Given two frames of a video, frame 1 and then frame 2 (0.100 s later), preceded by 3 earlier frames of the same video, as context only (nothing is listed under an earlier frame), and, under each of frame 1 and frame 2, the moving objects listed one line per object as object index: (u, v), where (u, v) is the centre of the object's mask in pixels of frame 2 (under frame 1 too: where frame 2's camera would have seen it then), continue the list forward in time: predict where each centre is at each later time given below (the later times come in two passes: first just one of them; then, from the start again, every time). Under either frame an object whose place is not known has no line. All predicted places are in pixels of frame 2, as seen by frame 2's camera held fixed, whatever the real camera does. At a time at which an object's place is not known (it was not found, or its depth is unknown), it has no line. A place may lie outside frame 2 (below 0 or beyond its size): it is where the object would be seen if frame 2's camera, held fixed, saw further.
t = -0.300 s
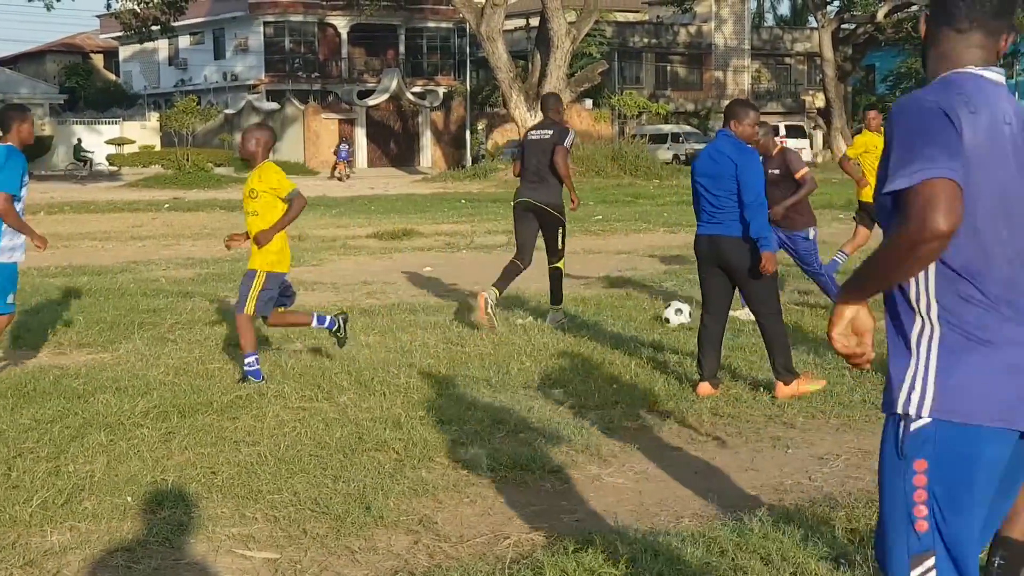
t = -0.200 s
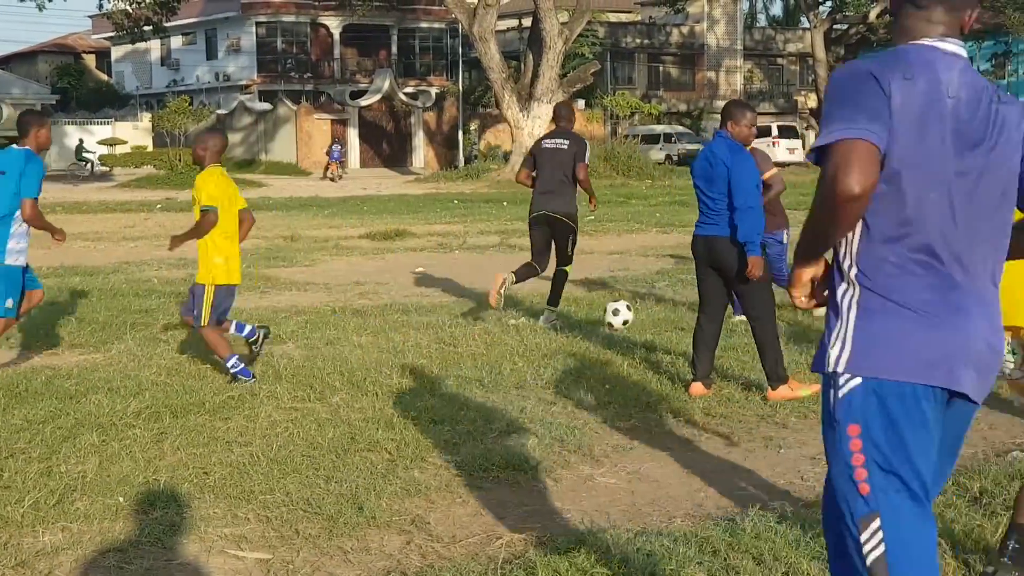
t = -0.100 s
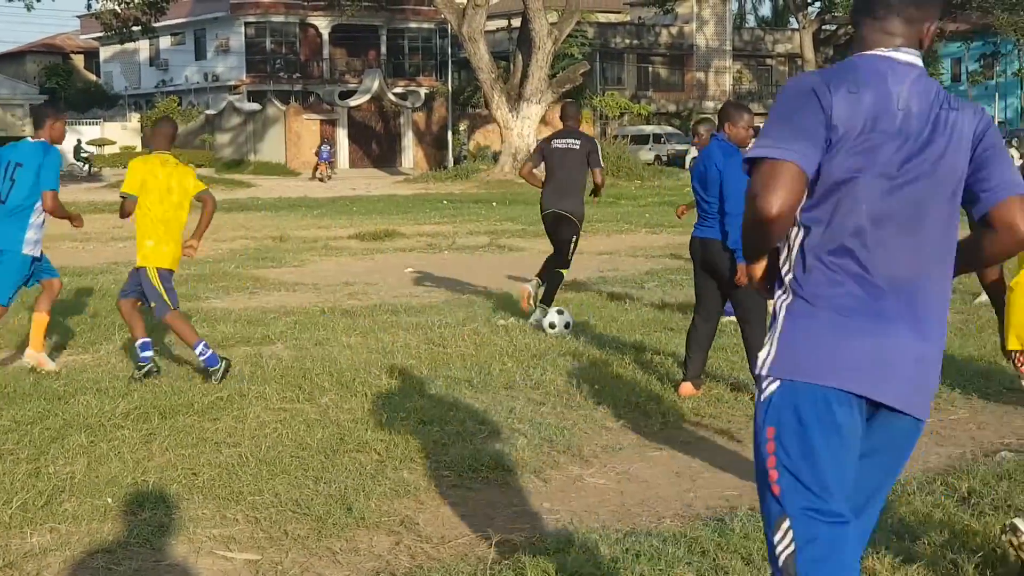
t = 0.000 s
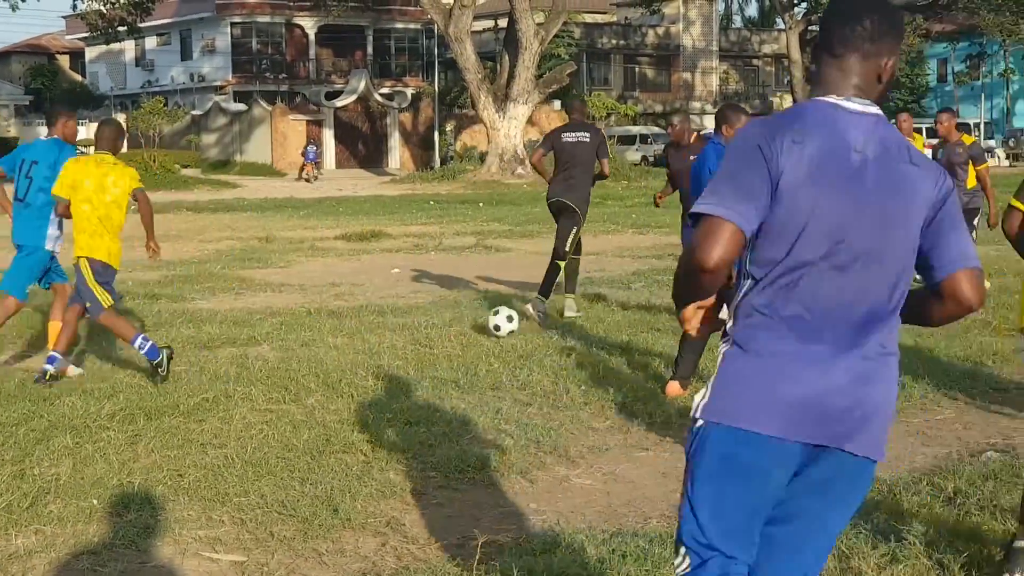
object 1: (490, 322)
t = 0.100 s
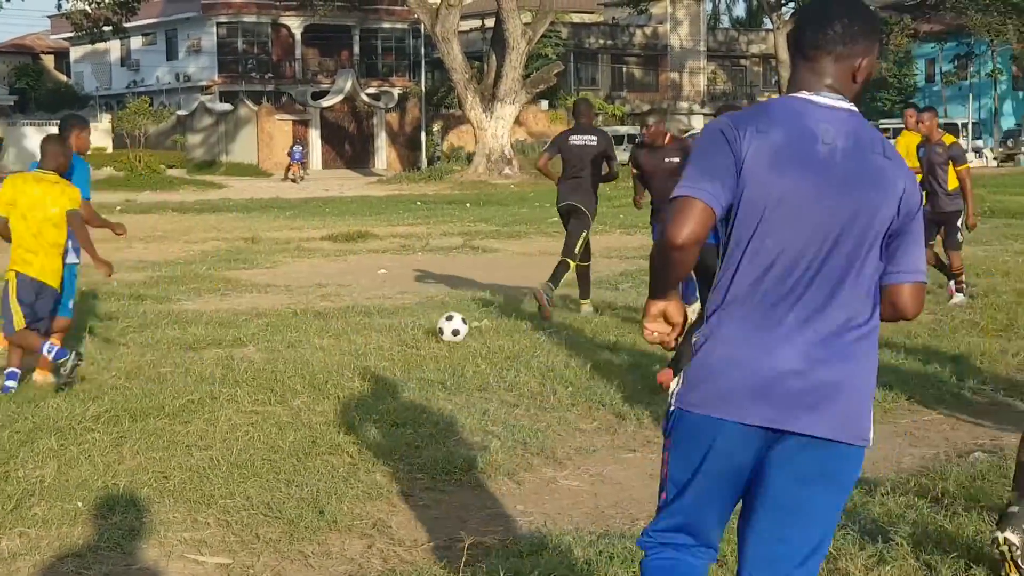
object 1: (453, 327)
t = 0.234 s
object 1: (404, 330)
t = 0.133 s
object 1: (440, 331)
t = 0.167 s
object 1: (428, 331)
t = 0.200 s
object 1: (416, 329)
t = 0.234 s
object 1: (404, 330)
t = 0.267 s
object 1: (392, 332)
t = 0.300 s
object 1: (381, 333)
